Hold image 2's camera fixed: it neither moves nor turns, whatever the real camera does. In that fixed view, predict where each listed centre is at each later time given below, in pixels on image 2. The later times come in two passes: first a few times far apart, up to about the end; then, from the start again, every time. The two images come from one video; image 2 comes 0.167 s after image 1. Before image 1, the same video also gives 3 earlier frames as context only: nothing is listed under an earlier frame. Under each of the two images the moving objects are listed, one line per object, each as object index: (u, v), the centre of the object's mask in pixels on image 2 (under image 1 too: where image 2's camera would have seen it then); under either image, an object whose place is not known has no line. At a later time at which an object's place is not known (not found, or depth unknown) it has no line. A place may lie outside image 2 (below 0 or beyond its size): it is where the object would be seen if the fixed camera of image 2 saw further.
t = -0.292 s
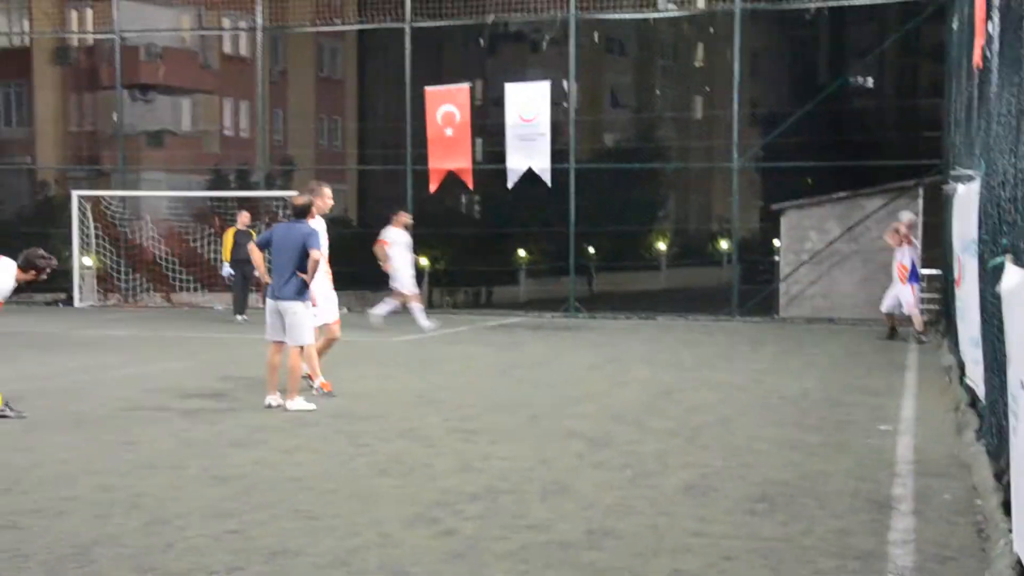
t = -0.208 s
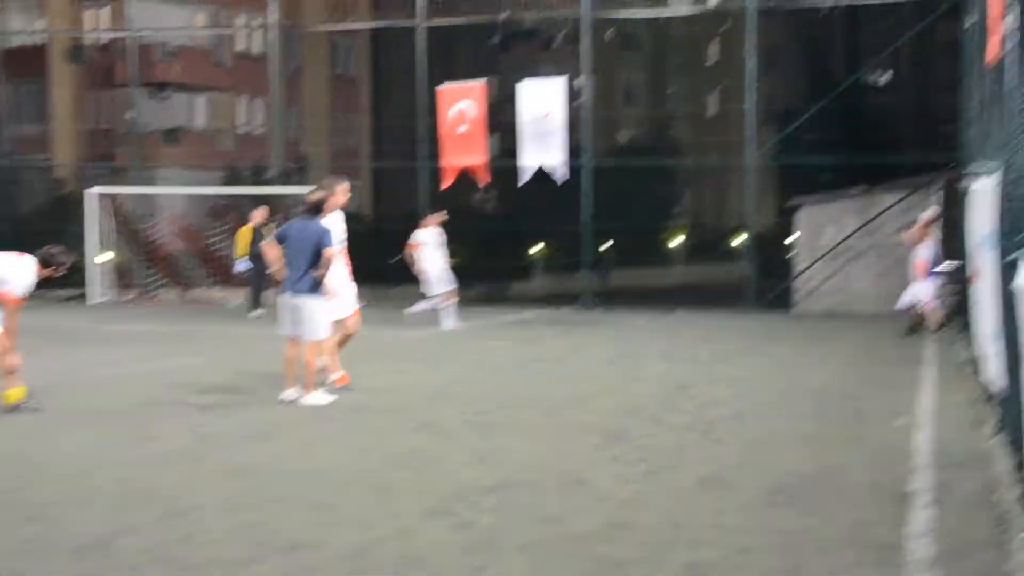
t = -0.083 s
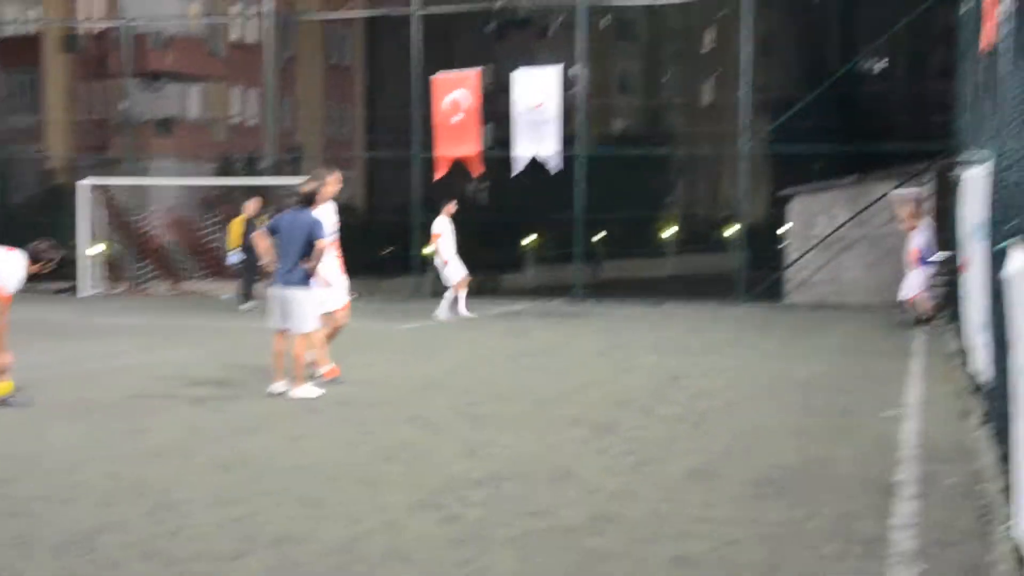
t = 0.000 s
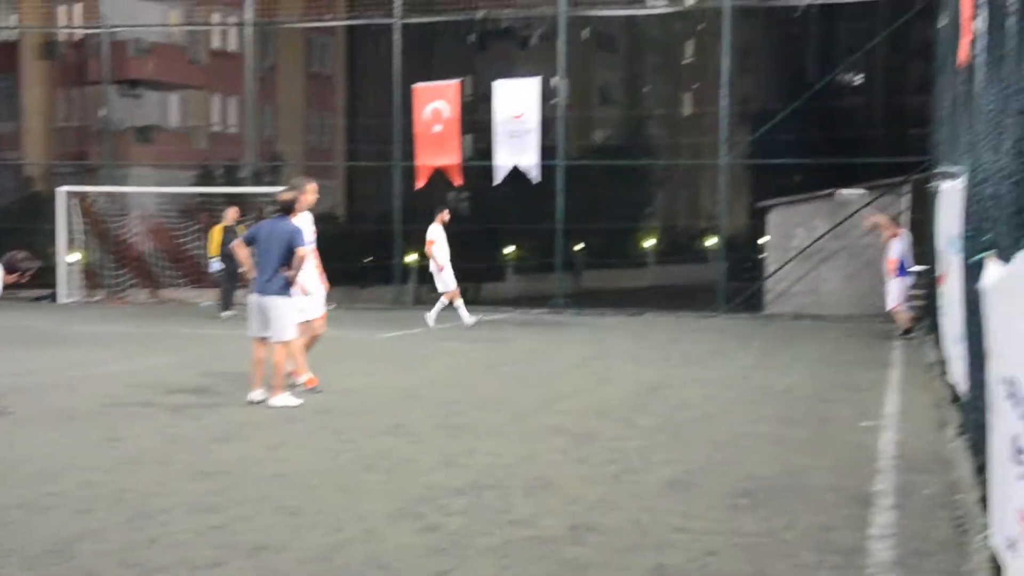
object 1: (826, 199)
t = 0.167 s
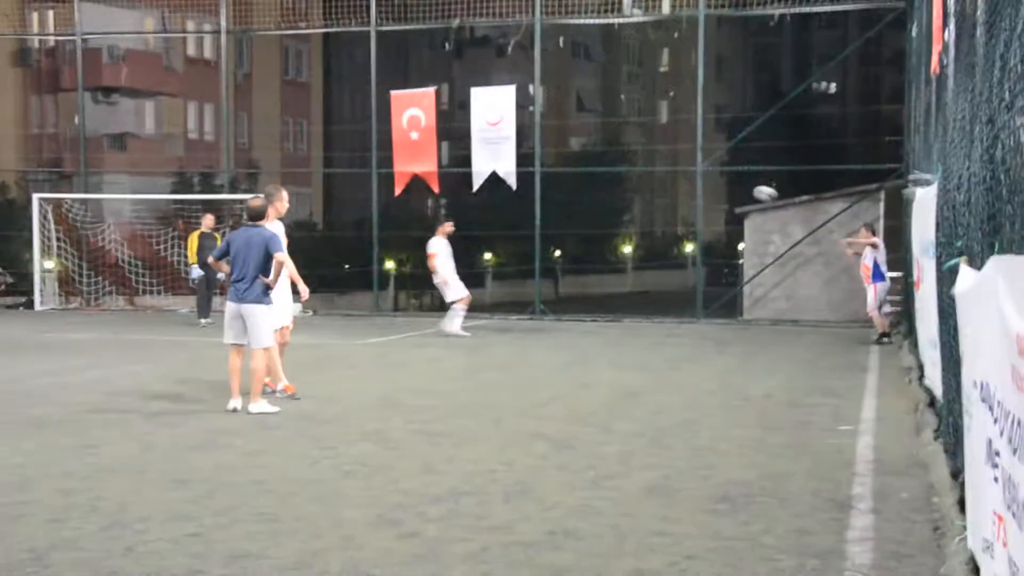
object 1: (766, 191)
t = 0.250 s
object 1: (735, 196)
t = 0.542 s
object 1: (635, 242)
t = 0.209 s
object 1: (750, 194)
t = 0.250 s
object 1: (735, 196)
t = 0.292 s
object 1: (720, 199)
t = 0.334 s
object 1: (706, 203)
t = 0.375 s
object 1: (690, 209)
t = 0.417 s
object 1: (675, 216)
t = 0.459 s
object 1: (662, 223)
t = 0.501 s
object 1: (648, 232)
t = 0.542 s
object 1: (635, 242)
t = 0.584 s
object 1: (620, 254)
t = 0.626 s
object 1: (606, 265)
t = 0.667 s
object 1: (593, 279)
